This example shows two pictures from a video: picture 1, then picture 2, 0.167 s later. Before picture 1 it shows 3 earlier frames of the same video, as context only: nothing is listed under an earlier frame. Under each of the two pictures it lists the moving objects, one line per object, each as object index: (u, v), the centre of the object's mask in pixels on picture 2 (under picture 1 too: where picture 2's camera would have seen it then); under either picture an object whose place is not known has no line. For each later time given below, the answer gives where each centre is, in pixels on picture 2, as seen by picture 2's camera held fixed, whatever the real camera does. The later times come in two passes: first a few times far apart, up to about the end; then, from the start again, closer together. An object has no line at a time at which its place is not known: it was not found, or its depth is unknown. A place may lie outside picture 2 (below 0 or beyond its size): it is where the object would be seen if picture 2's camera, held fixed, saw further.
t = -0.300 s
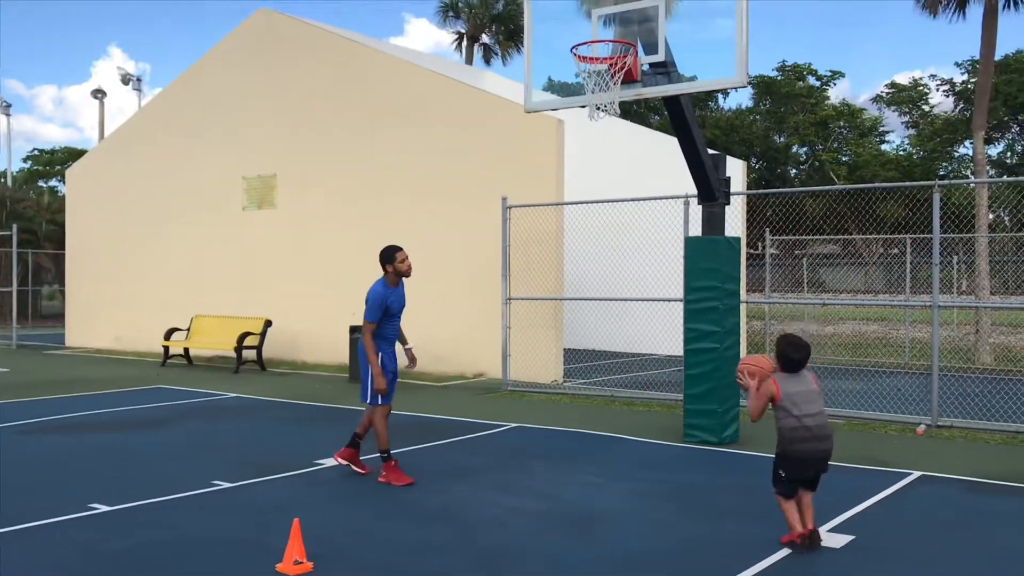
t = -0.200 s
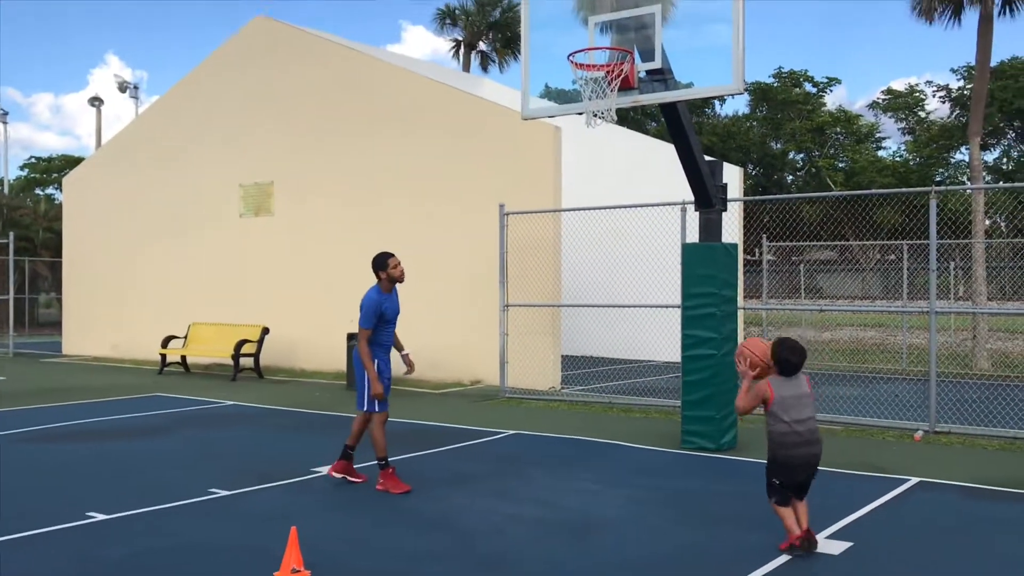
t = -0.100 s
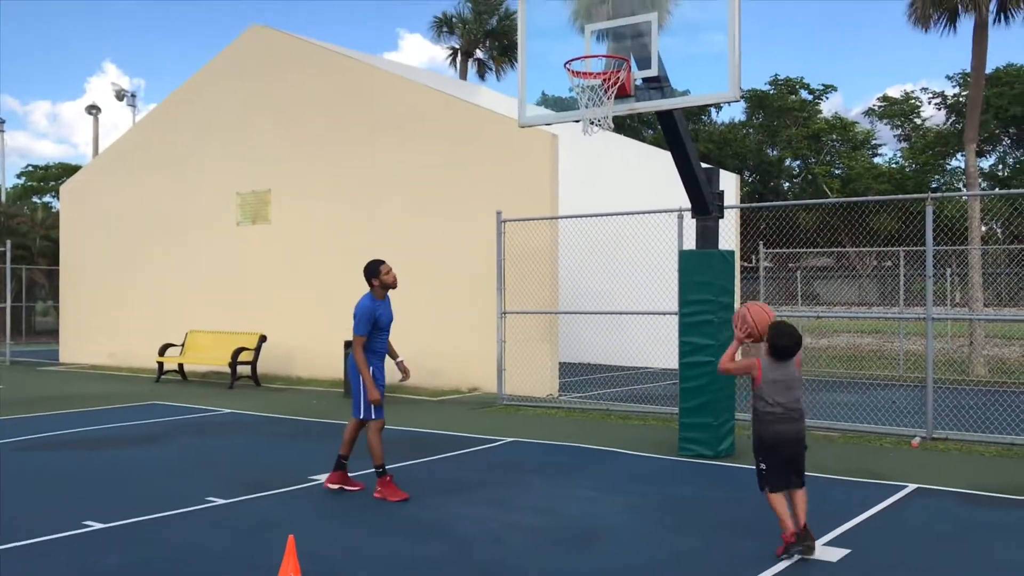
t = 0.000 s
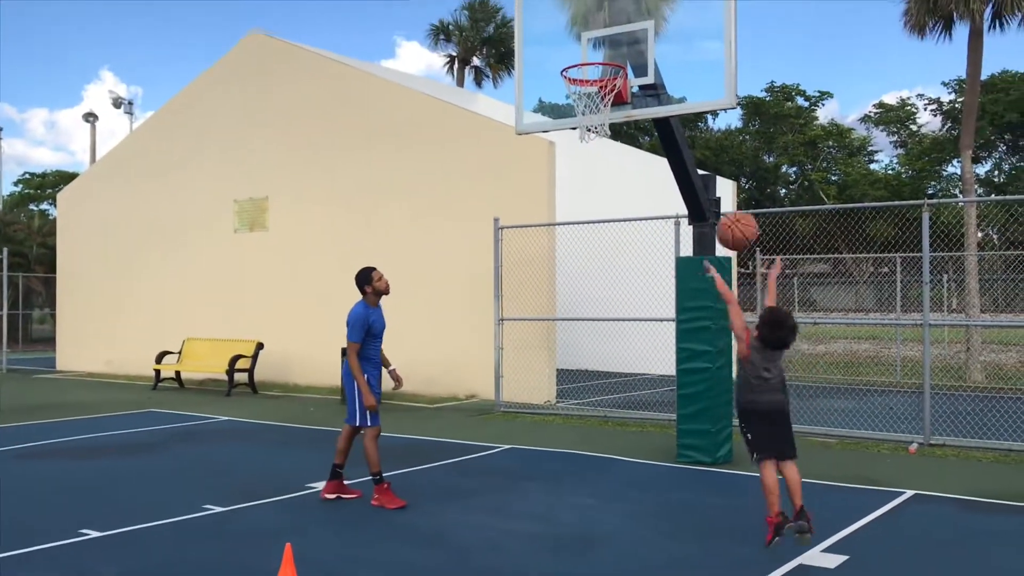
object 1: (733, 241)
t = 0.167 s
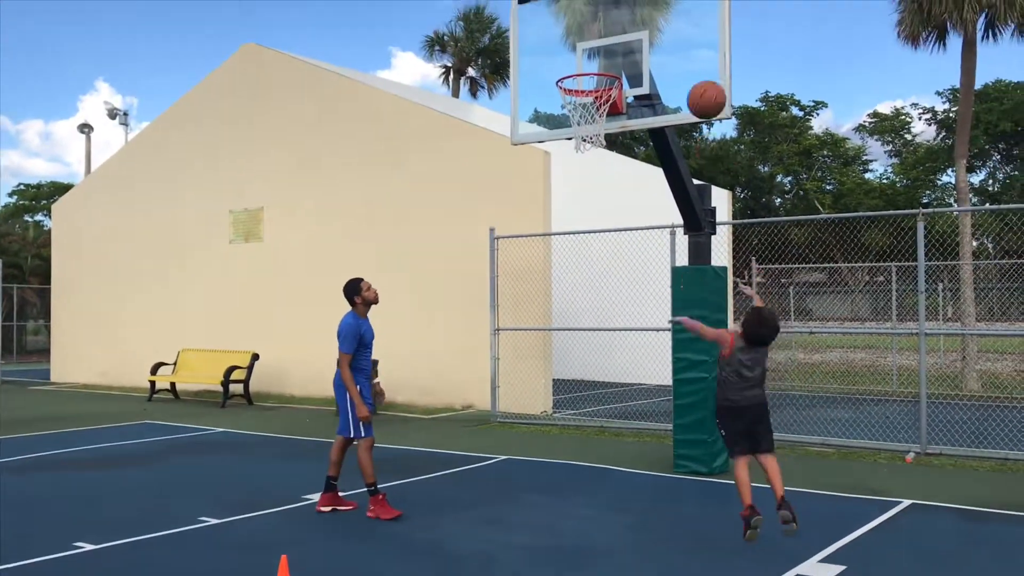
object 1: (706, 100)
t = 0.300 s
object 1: (689, 28)
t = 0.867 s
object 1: (607, 30)
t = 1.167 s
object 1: (570, 69)
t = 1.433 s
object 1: (593, 66)
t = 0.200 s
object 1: (702, 78)
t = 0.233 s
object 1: (698, 59)
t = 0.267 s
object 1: (693, 43)
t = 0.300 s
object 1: (689, 28)
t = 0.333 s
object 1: (685, 15)
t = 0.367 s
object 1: (681, 6)
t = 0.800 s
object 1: (621, 7)
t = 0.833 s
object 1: (614, 17)
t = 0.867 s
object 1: (607, 30)
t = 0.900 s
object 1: (601, 44)
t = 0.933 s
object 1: (594, 58)
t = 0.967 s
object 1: (590, 59)
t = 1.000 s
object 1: (586, 59)
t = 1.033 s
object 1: (583, 60)
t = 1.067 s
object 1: (578, 61)
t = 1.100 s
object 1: (574, 64)
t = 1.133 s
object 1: (570, 70)
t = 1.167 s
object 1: (570, 69)
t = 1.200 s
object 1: (573, 63)
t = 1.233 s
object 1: (576, 60)
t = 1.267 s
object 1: (579, 58)
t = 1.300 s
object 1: (582, 57)
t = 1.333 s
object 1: (585, 58)
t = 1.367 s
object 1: (587, 59)
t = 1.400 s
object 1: (591, 62)
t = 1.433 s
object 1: (593, 66)
